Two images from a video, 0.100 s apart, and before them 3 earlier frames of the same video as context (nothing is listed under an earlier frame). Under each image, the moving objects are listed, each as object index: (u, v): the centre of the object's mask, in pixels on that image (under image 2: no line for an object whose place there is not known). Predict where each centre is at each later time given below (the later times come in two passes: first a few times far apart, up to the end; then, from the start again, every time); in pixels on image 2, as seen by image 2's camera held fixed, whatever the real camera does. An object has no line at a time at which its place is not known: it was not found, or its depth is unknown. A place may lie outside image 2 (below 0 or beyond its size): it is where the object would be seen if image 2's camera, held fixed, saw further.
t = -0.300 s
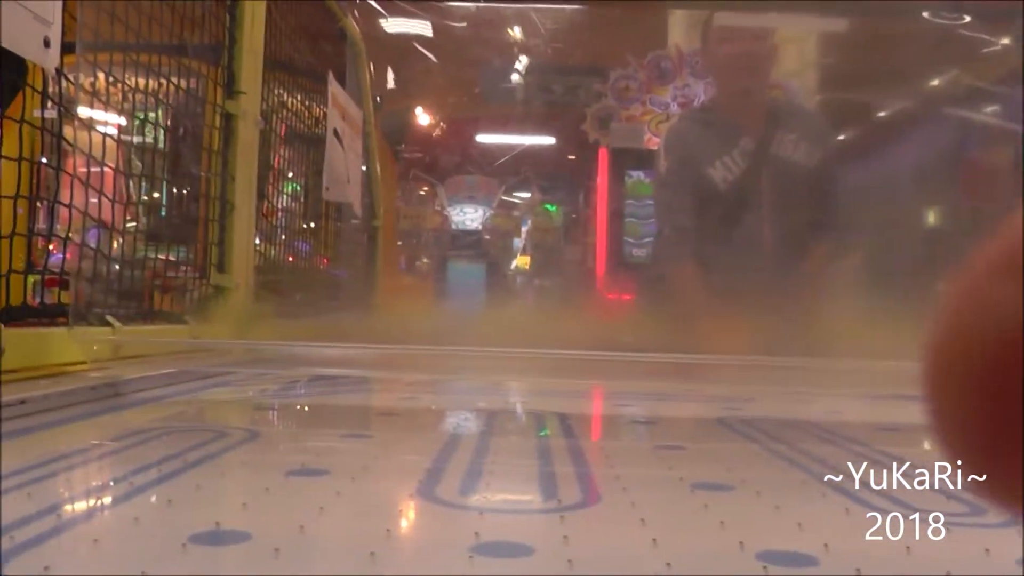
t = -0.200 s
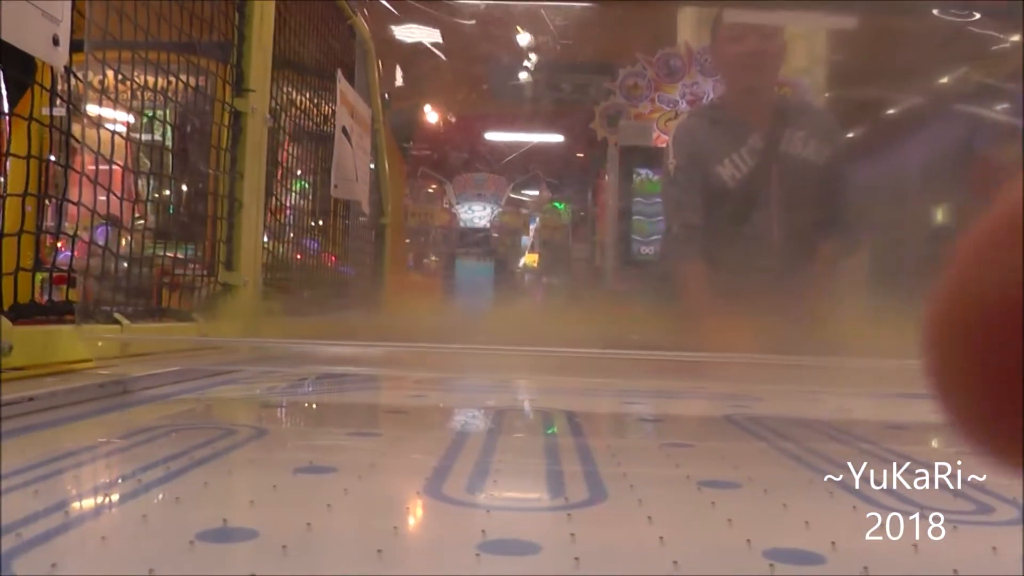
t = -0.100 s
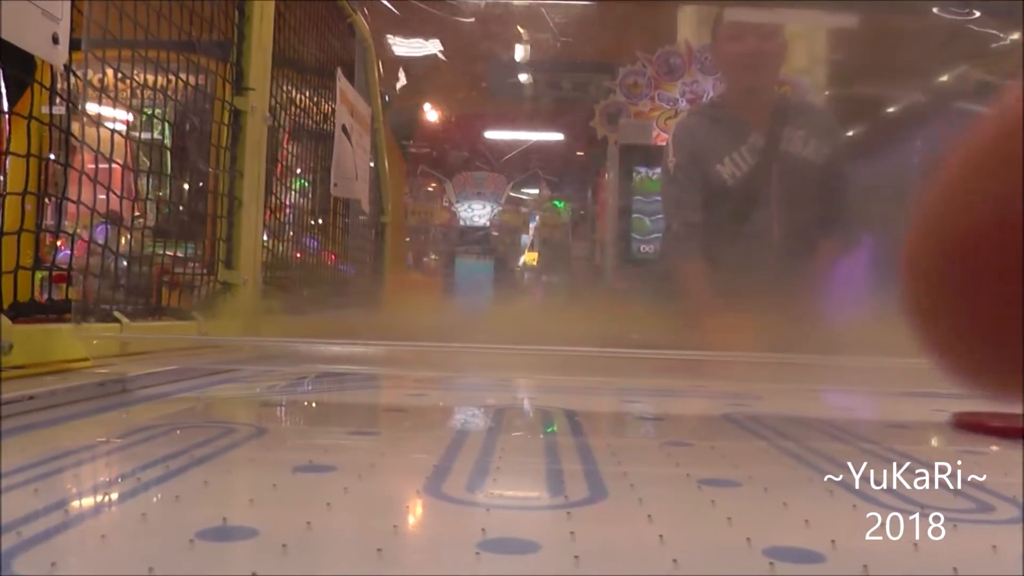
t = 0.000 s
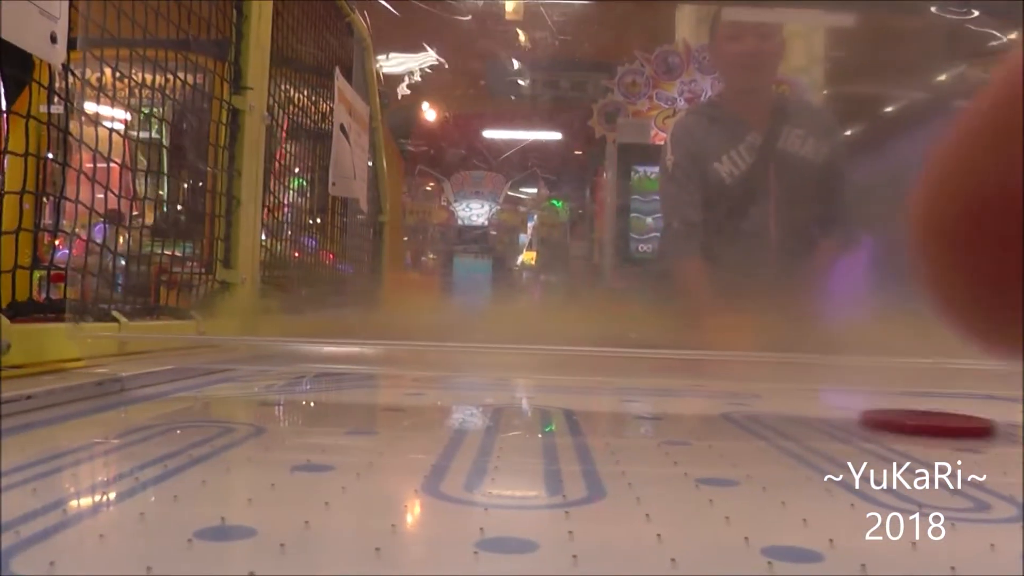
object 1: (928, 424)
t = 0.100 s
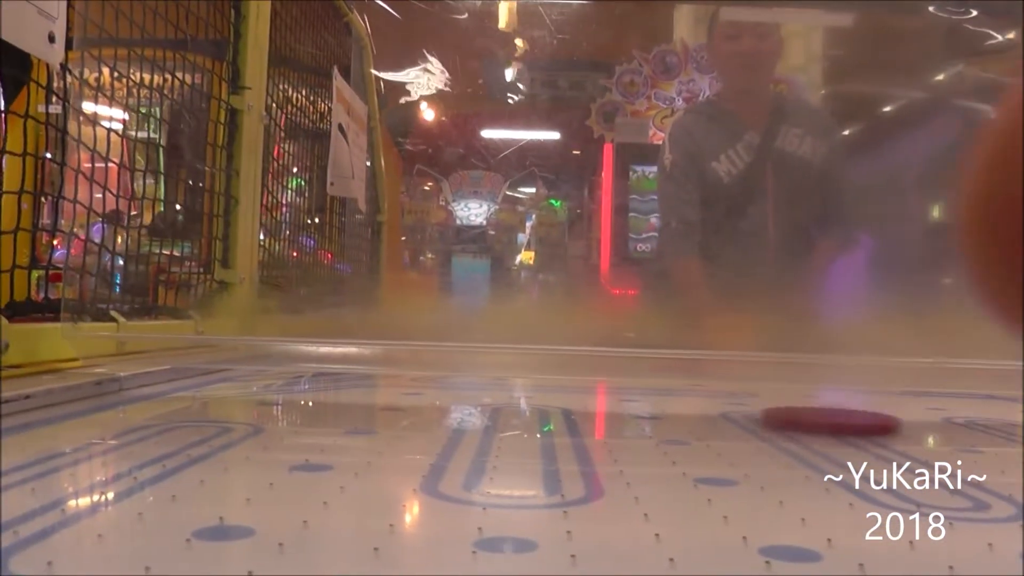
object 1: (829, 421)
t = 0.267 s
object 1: (657, 418)
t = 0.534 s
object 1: (356, 412)
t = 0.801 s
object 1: (142, 407)
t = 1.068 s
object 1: (387, 416)
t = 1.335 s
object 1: (642, 423)
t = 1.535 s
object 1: (827, 428)
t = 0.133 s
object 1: (796, 421)
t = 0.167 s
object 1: (763, 420)
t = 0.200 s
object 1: (729, 419)
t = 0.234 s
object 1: (695, 419)
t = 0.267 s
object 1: (657, 418)
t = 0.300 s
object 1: (621, 418)
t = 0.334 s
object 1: (585, 417)
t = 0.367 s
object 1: (547, 417)
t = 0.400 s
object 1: (509, 416)
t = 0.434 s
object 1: (472, 415)
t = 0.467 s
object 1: (433, 413)
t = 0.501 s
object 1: (395, 413)
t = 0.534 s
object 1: (356, 412)
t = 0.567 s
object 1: (320, 411)
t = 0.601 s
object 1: (281, 410)
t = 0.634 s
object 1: (244, 409)
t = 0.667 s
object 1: (208, 409)
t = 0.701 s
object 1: (170, 407)
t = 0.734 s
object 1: (134, 407)
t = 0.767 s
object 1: (114, 407)
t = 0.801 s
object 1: (142, 407)
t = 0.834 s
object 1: (170, 408)
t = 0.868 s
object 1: (201, 409)
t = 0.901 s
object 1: (229, 410)
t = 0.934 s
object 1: (261, 411)
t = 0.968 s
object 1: (292, 412)
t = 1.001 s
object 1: (323, 413)
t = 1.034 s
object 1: (353, 414)
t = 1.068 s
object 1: (387, 416)
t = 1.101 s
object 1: (418, 416)
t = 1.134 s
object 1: (451, 417)
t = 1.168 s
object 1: (482, 418)
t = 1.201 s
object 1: (515, 419)
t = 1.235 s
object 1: (547, 420)
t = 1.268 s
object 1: (578, 421)
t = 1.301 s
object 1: (611, 422)
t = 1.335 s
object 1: (642, 423)
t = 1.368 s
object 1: (674, 424)
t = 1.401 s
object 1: (706, 425)
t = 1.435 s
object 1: (736, 426)
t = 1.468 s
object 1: (767, 426)
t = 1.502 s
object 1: (798, 427)
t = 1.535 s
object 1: (827, 428)
